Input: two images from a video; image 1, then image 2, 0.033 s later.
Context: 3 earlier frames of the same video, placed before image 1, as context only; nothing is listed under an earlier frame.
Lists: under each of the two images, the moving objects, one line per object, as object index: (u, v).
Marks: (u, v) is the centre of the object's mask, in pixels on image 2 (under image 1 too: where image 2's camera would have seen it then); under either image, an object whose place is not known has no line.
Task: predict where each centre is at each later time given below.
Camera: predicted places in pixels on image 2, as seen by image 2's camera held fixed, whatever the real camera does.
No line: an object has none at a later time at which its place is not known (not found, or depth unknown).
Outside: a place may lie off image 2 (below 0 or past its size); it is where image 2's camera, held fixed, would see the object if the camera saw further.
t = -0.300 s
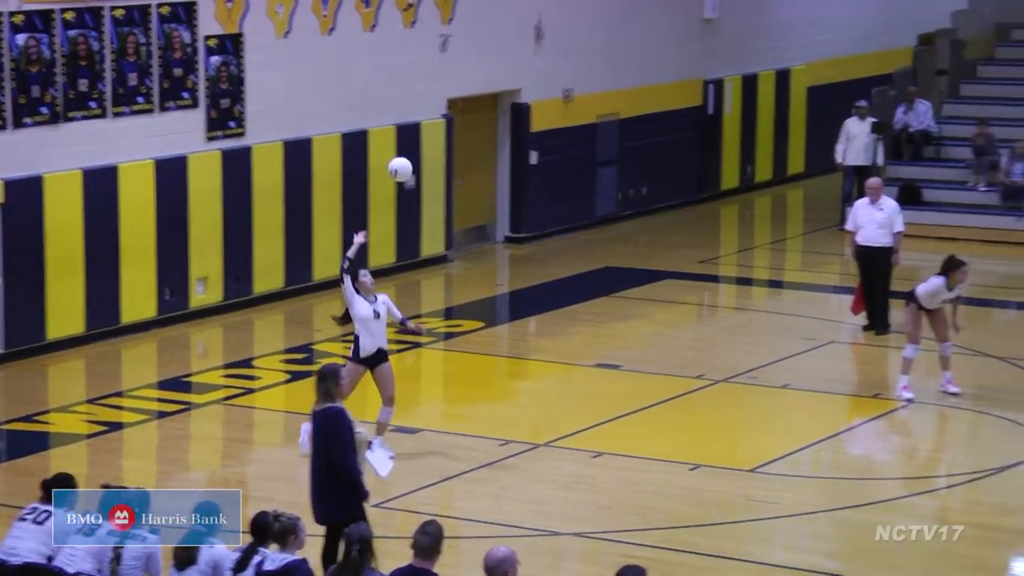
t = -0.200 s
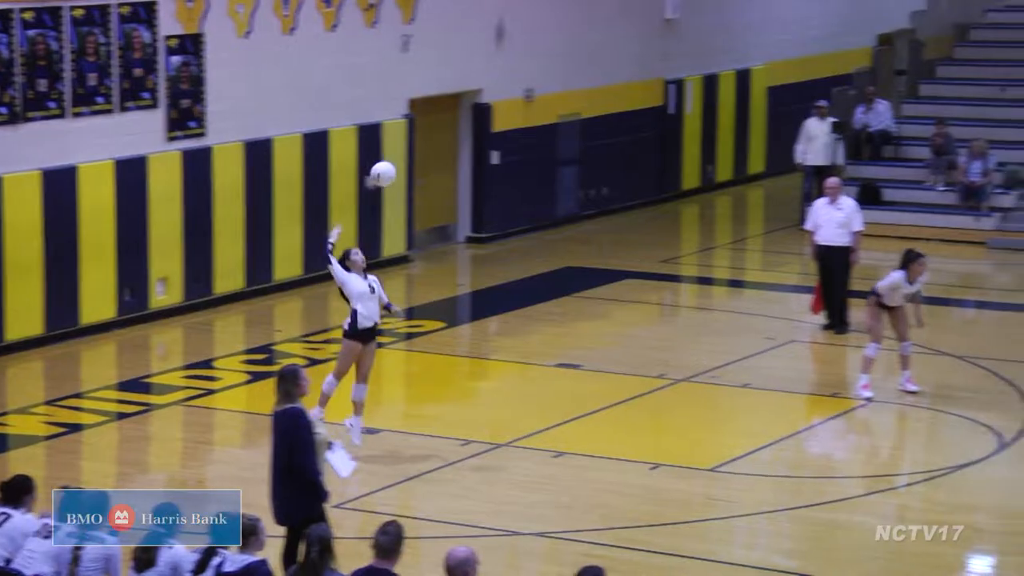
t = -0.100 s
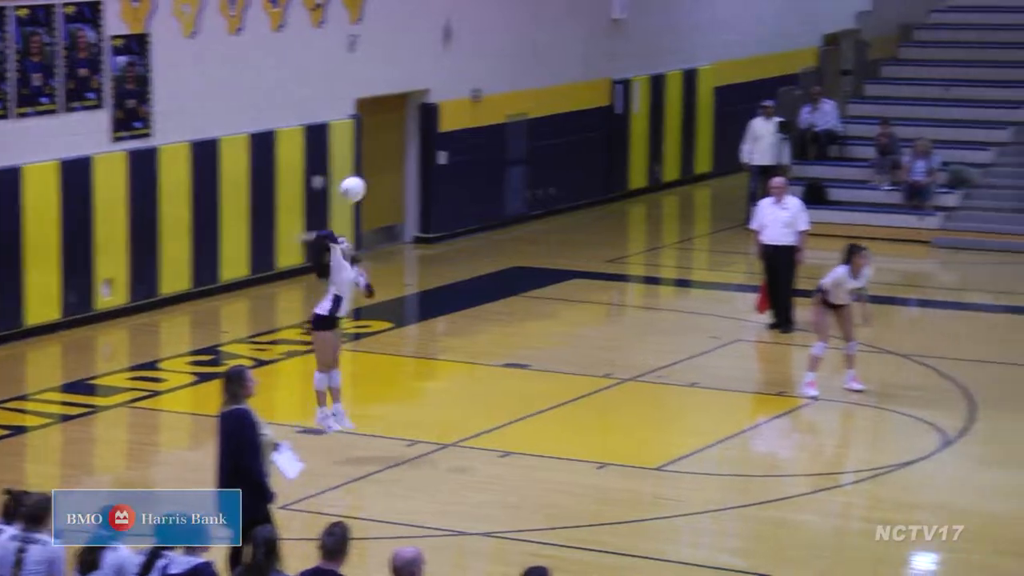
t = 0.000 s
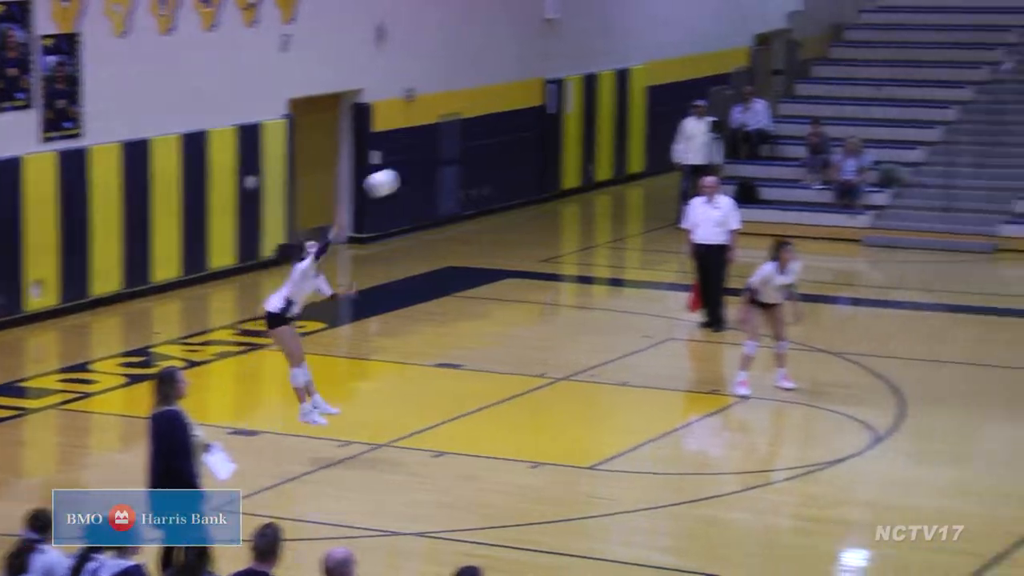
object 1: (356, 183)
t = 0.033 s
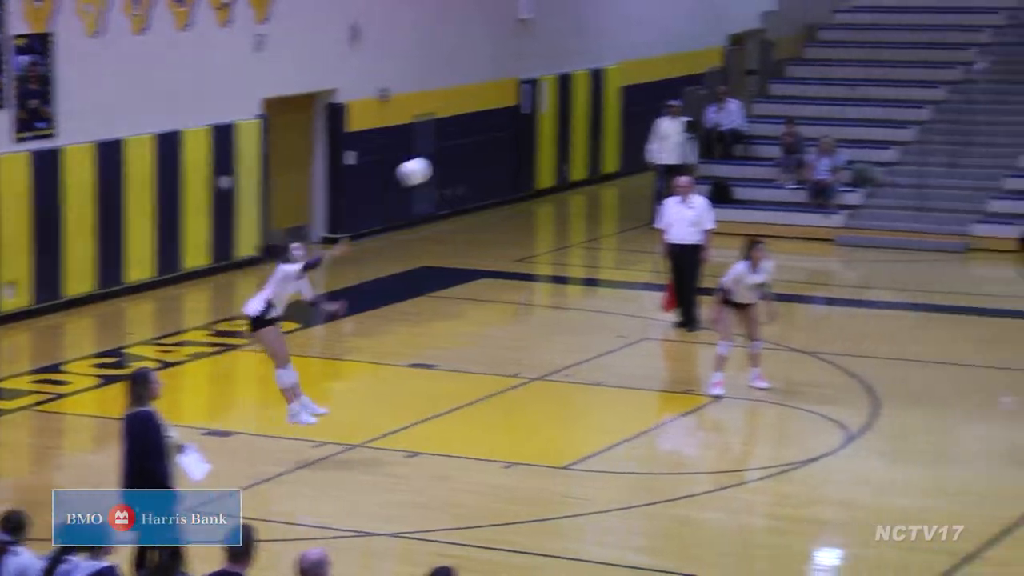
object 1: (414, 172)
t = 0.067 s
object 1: (473, 161)
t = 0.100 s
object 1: (531, 150)
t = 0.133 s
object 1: (592, 139)
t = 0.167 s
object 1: (649, 132)
